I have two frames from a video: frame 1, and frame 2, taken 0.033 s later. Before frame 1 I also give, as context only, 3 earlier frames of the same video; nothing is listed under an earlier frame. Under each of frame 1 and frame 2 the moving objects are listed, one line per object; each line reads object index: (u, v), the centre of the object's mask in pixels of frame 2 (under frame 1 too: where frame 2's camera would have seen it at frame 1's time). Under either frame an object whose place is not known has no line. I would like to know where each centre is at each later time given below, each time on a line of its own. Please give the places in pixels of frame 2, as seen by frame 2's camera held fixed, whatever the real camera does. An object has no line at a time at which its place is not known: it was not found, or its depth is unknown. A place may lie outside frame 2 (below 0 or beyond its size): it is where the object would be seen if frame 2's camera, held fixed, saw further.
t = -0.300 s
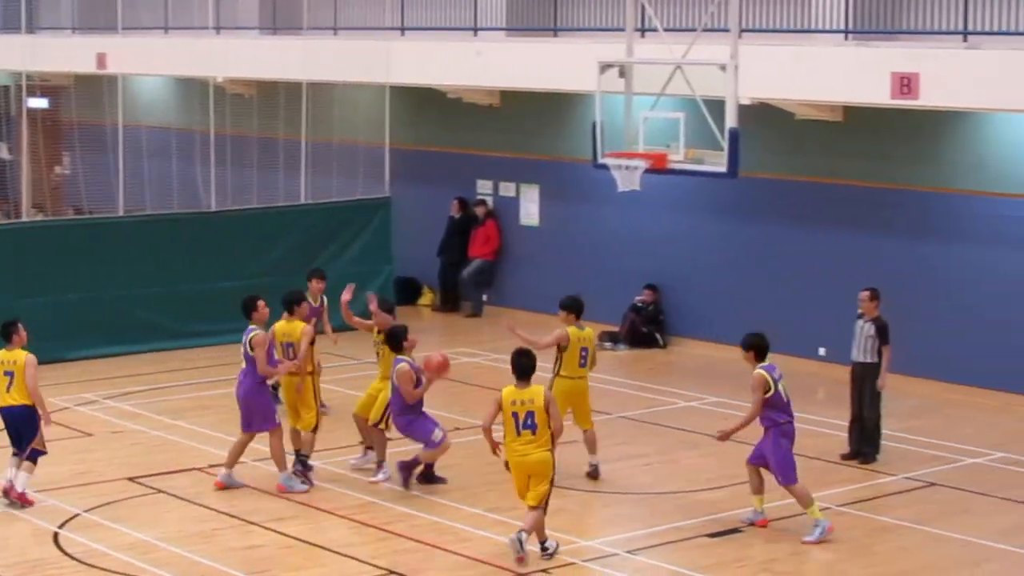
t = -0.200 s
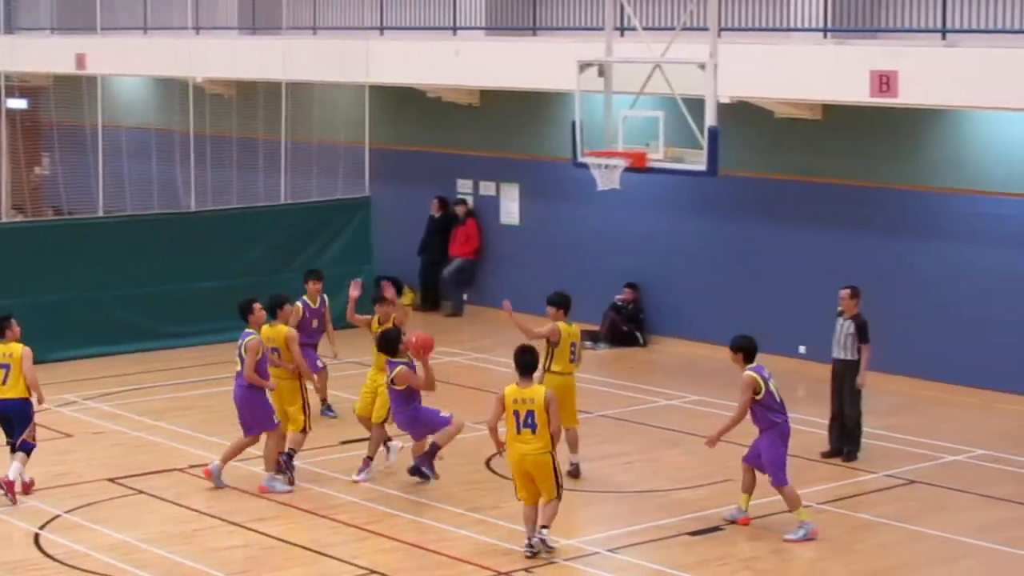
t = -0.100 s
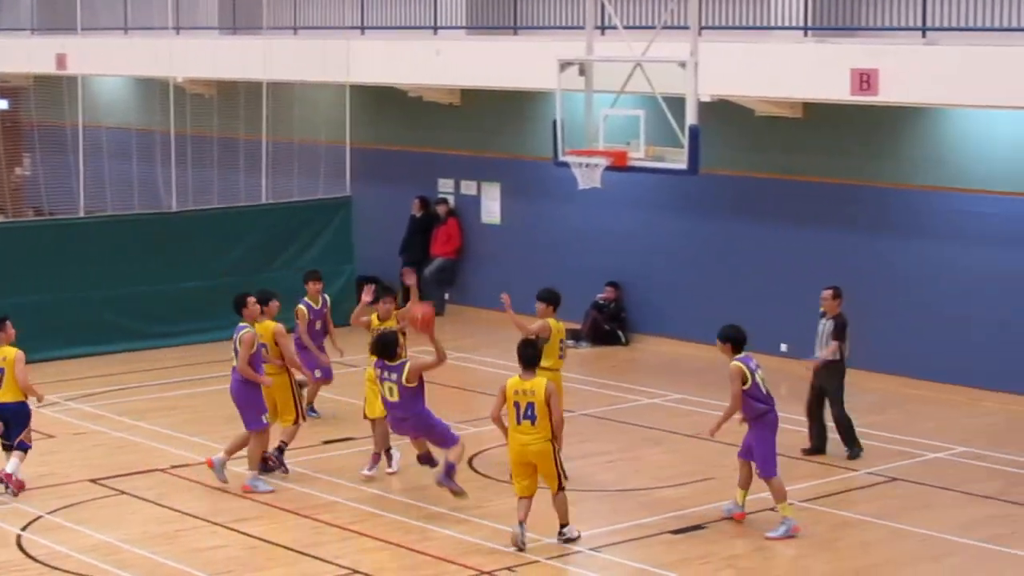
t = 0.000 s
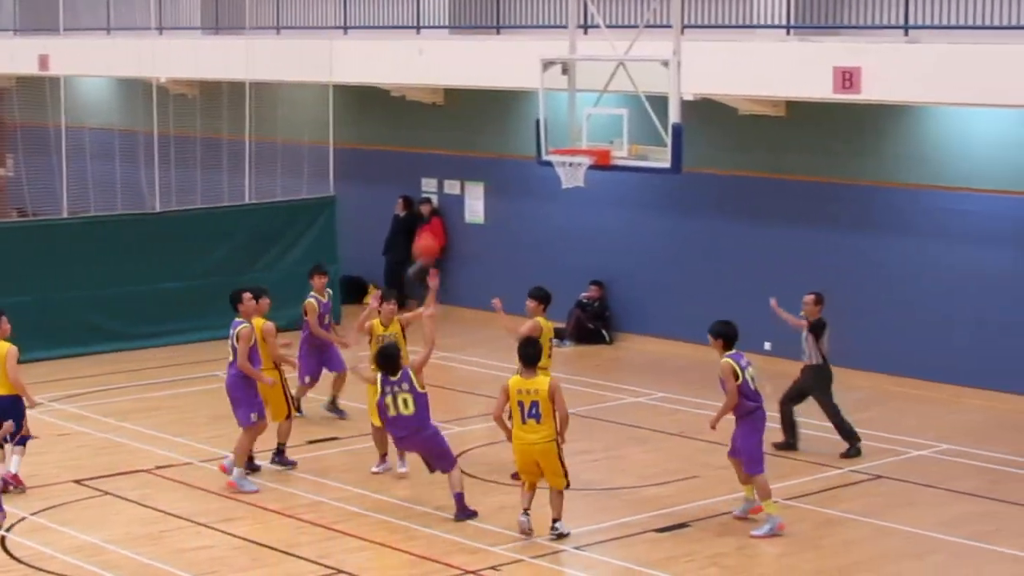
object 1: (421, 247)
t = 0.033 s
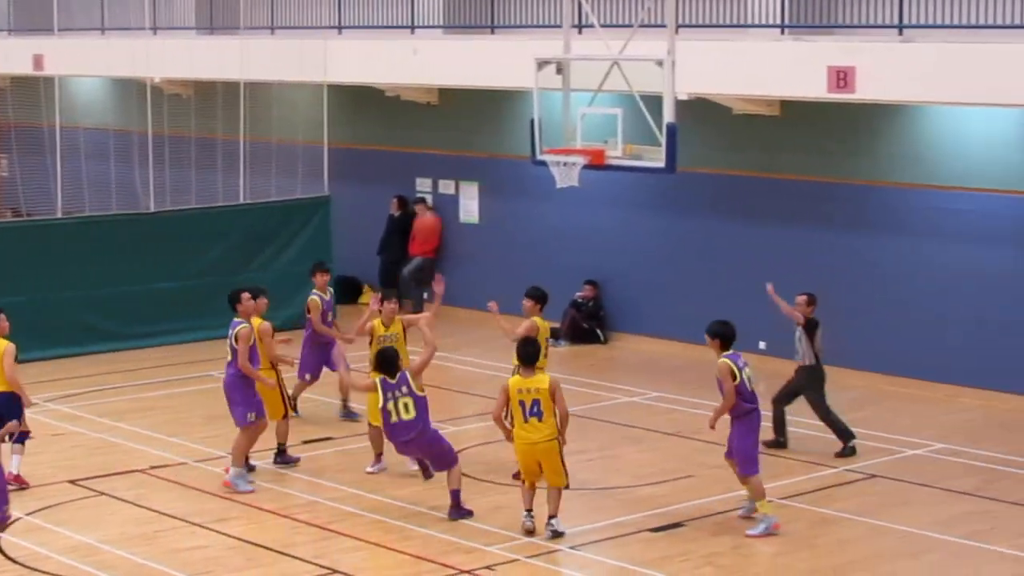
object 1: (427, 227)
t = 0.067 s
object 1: (433, 205)
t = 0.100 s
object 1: (439, 185)
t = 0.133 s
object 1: (445, 167)
